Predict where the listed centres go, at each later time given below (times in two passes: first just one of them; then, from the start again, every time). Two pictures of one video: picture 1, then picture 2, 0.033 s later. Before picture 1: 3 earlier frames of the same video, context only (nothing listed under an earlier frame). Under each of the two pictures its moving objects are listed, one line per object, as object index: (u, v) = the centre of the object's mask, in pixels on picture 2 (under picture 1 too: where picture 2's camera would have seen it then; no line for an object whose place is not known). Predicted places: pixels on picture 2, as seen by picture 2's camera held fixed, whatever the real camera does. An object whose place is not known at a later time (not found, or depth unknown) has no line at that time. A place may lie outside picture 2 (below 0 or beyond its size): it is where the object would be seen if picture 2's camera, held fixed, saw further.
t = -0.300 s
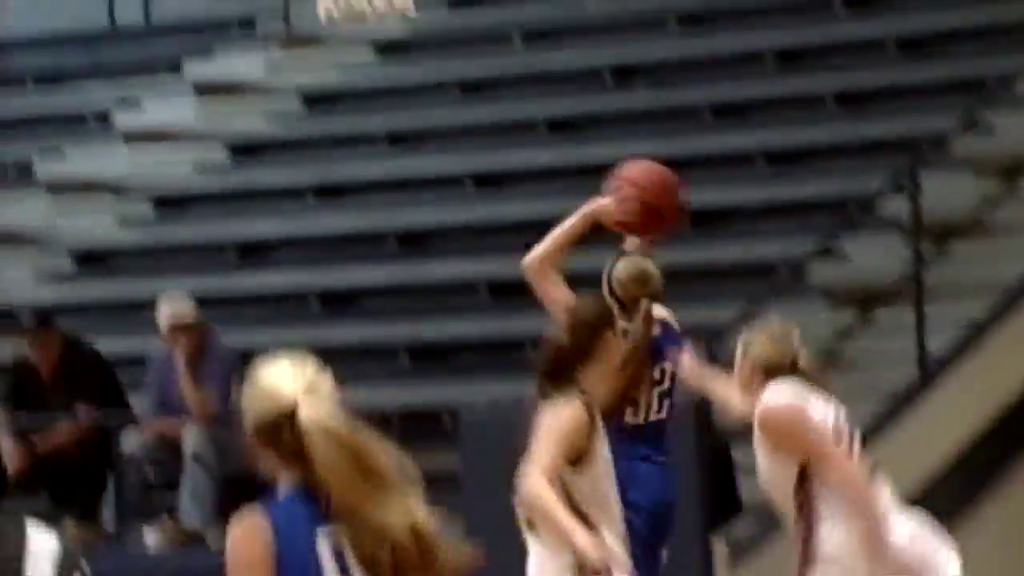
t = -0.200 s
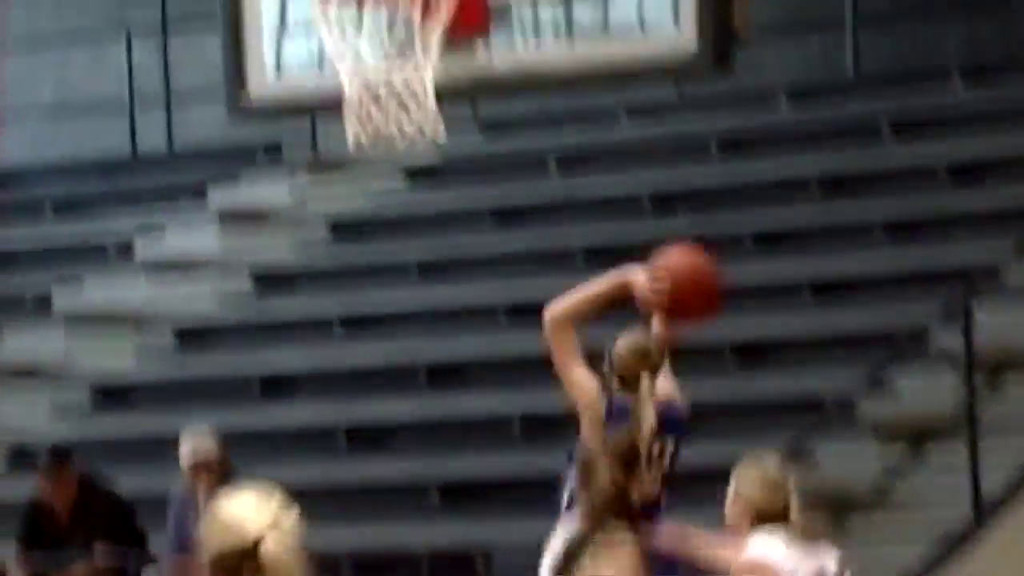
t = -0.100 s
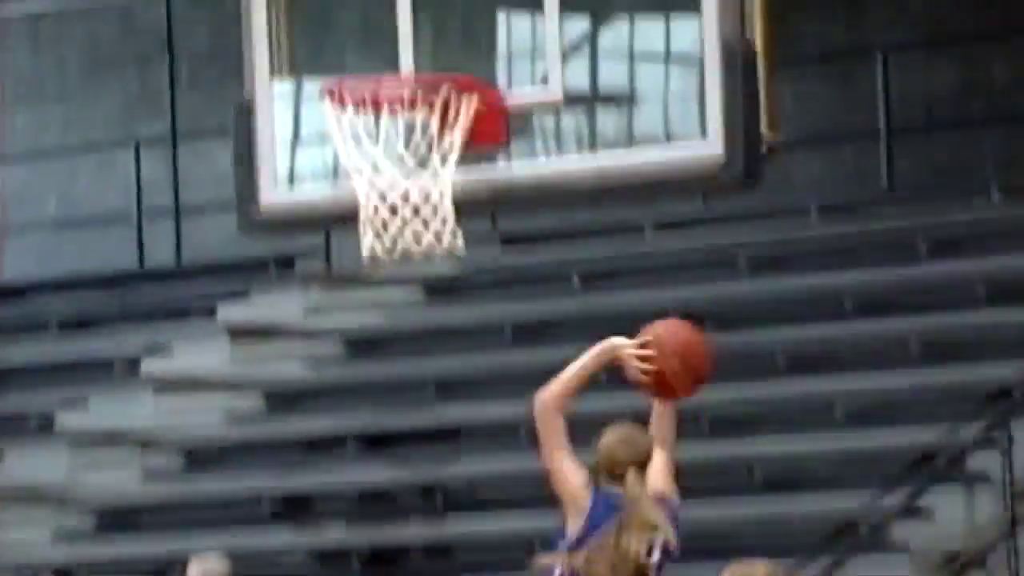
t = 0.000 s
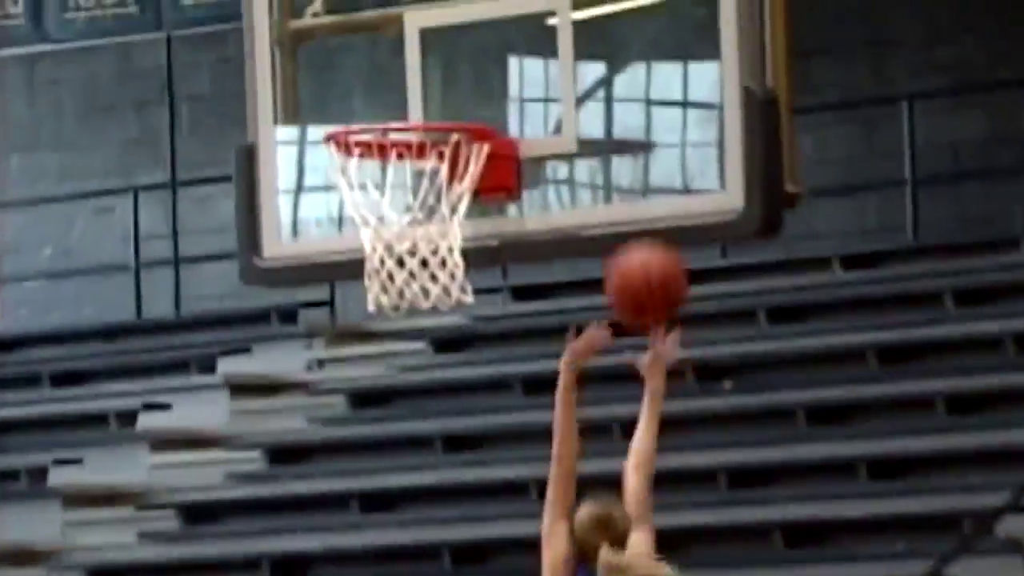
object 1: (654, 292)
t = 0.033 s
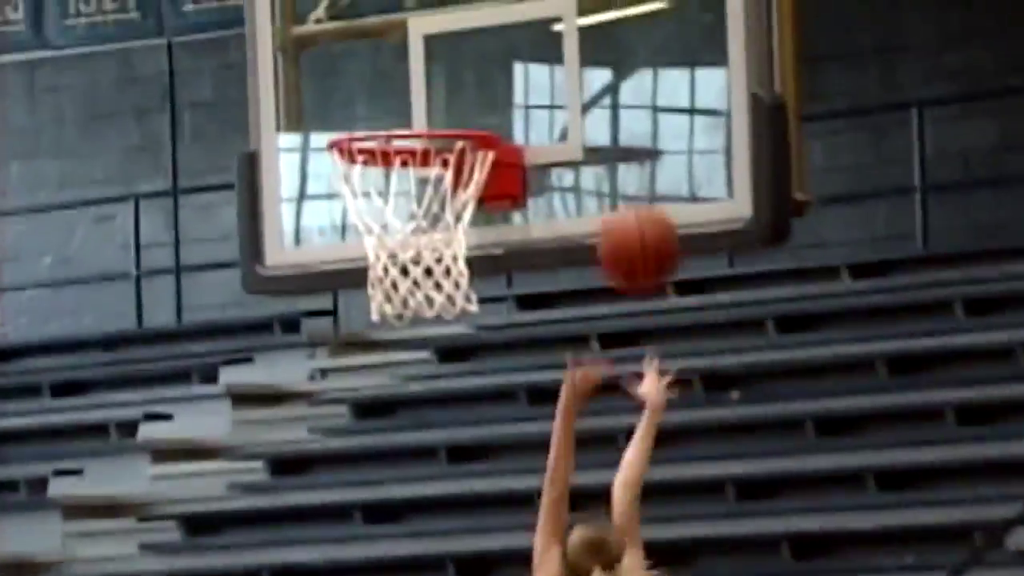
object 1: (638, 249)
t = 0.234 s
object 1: (555, 60)
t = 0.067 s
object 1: (622, 204)
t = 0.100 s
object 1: (608, 166)
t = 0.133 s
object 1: (594, 133)
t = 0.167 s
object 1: (580, 104)
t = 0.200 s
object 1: (568, 78)
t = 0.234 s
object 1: (555, 60)
